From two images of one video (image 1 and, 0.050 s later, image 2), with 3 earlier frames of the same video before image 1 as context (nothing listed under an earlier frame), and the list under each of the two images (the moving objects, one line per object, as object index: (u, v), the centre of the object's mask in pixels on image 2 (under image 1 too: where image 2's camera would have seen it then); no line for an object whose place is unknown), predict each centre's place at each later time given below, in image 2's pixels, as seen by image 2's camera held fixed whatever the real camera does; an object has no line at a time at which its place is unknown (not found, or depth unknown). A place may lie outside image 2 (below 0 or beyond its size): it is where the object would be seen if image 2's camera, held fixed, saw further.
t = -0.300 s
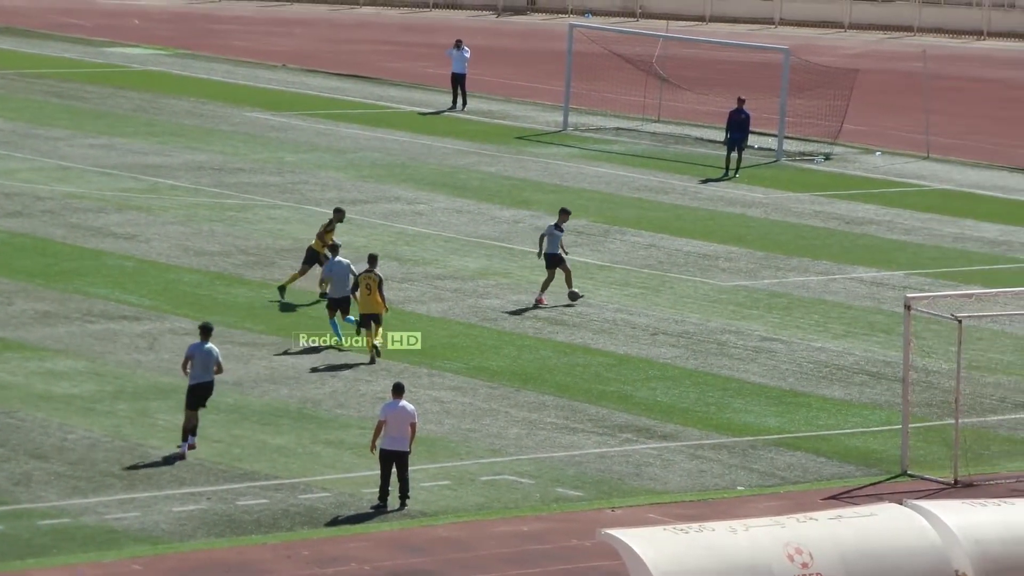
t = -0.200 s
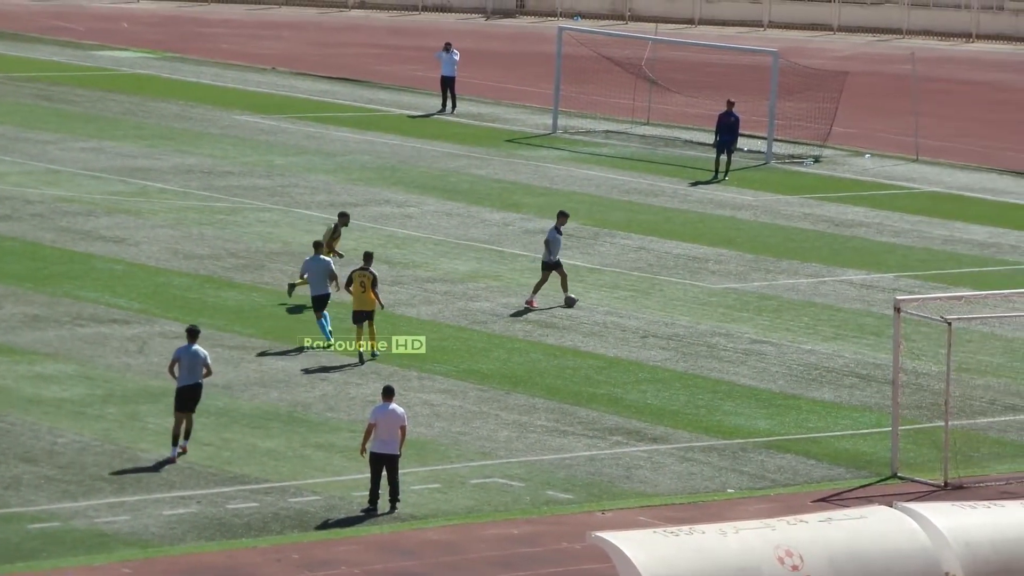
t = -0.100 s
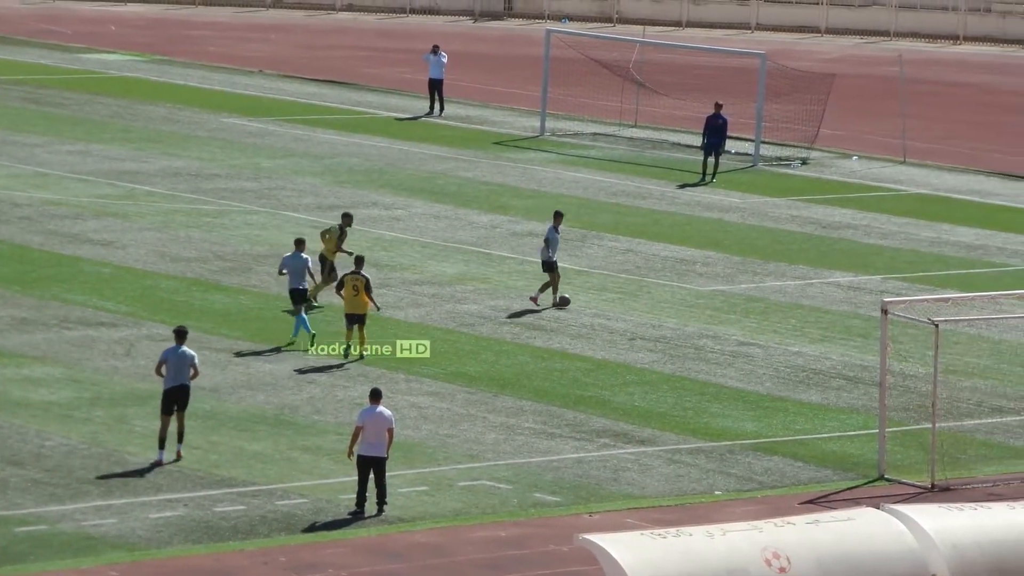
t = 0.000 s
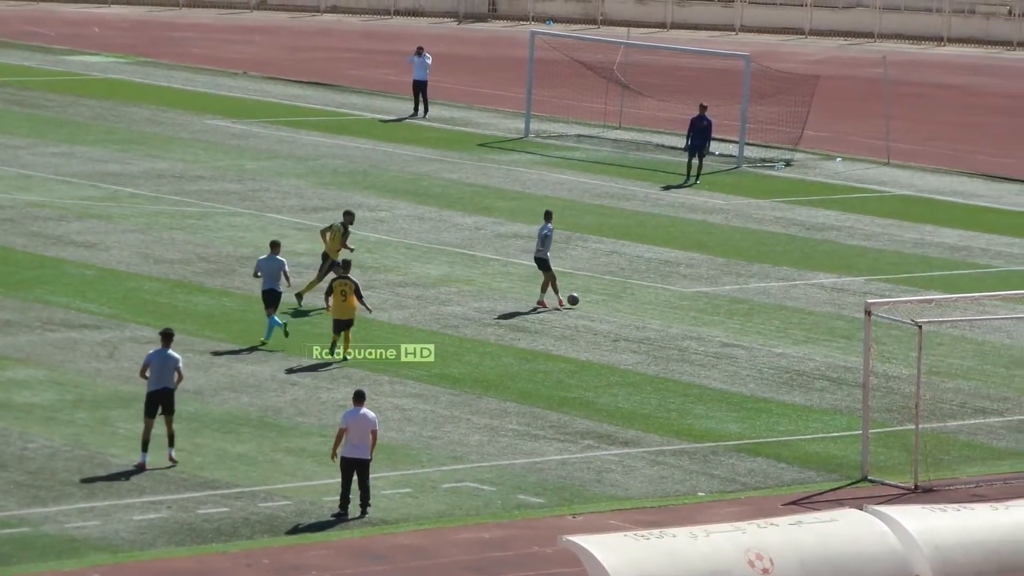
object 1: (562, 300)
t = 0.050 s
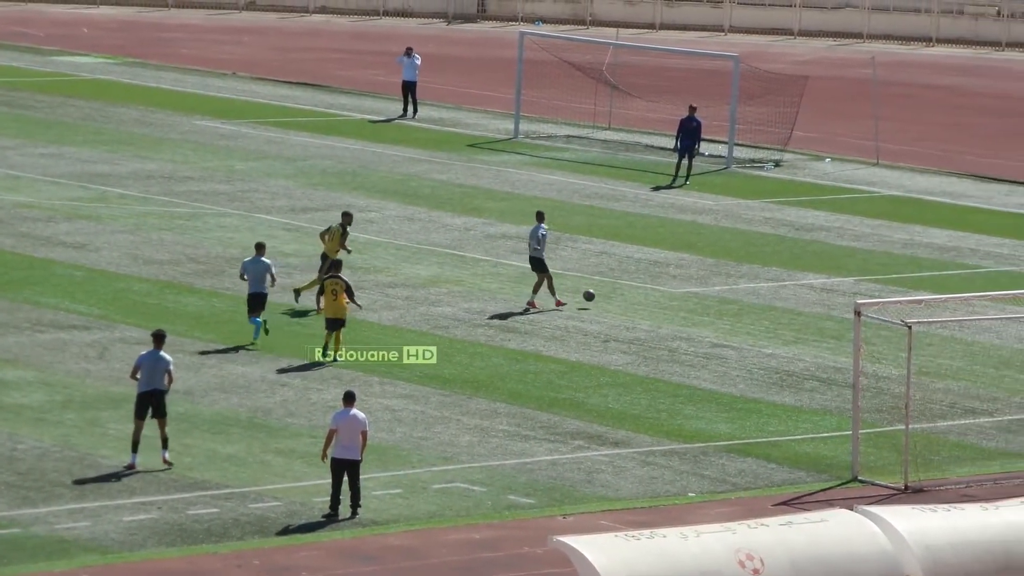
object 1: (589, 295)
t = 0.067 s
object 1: (597, 294)
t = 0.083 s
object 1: (605, 293)
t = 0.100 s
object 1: (613, 292)
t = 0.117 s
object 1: (621, 291)
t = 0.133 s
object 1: (629, 291)
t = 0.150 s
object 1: (637, 290)
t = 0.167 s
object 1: (645, 290)
